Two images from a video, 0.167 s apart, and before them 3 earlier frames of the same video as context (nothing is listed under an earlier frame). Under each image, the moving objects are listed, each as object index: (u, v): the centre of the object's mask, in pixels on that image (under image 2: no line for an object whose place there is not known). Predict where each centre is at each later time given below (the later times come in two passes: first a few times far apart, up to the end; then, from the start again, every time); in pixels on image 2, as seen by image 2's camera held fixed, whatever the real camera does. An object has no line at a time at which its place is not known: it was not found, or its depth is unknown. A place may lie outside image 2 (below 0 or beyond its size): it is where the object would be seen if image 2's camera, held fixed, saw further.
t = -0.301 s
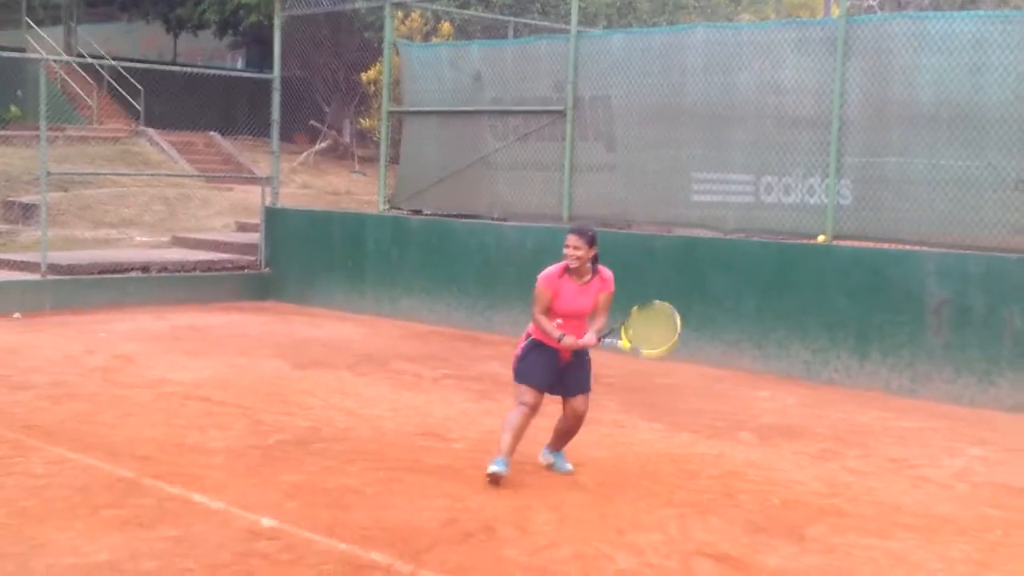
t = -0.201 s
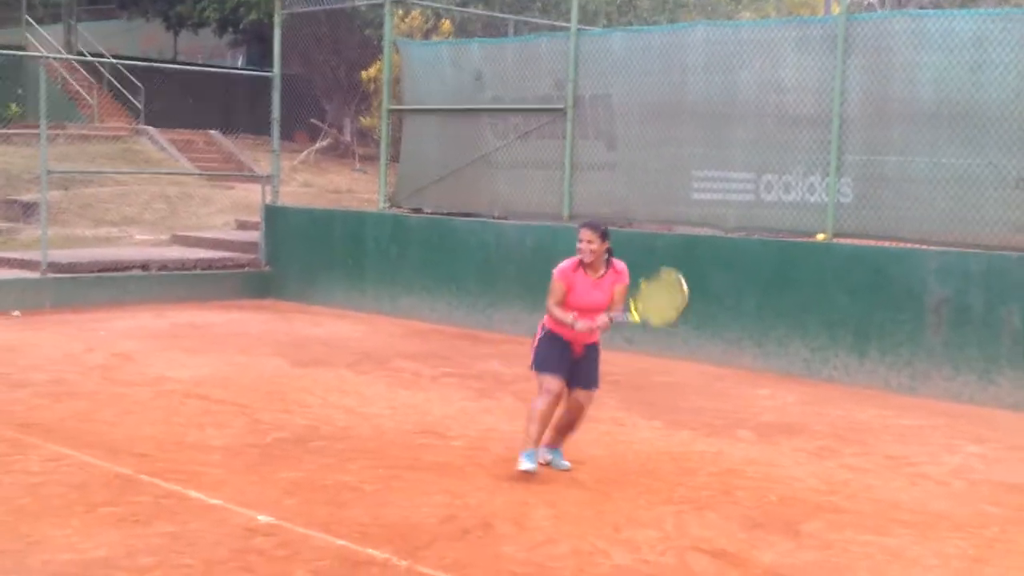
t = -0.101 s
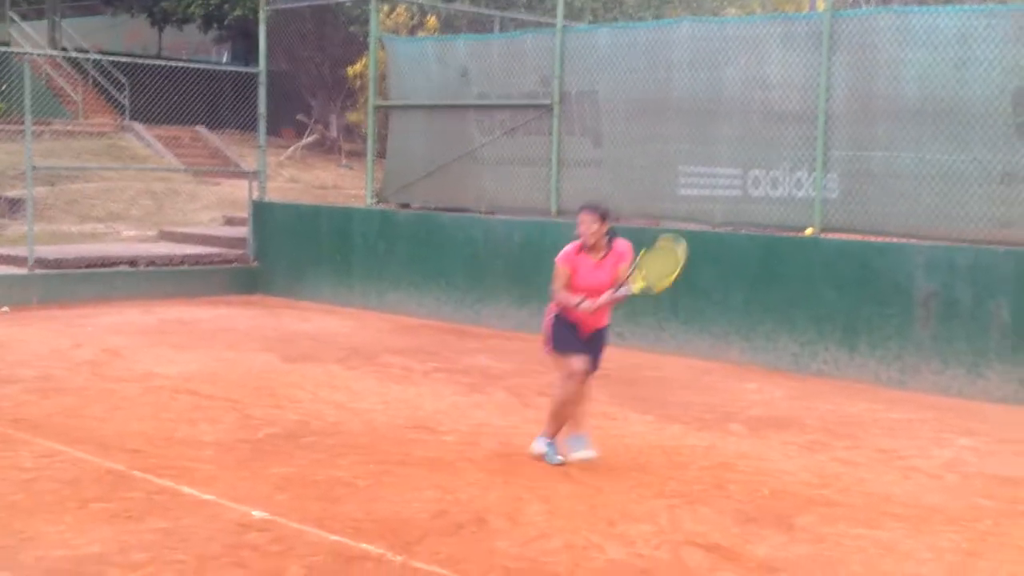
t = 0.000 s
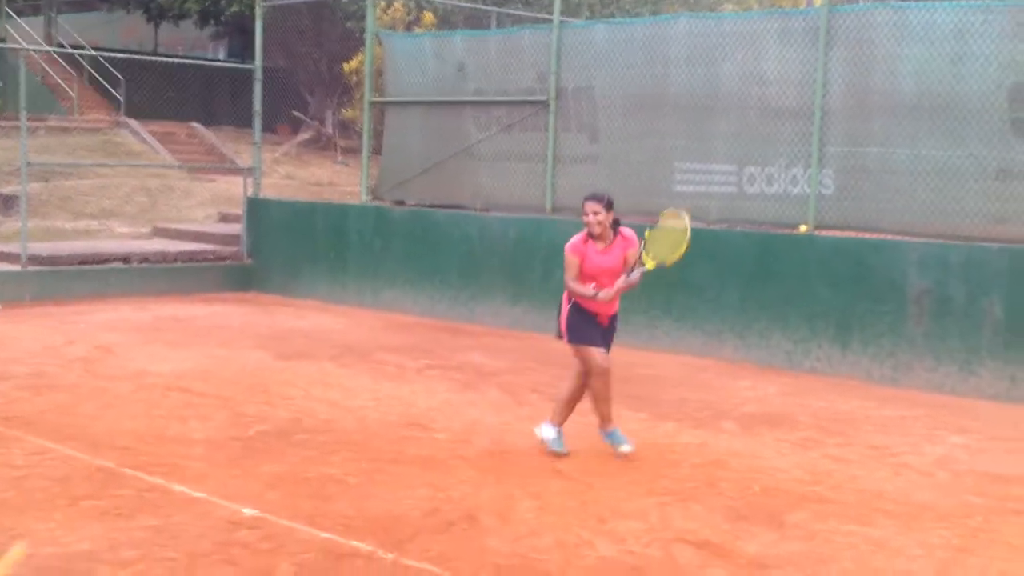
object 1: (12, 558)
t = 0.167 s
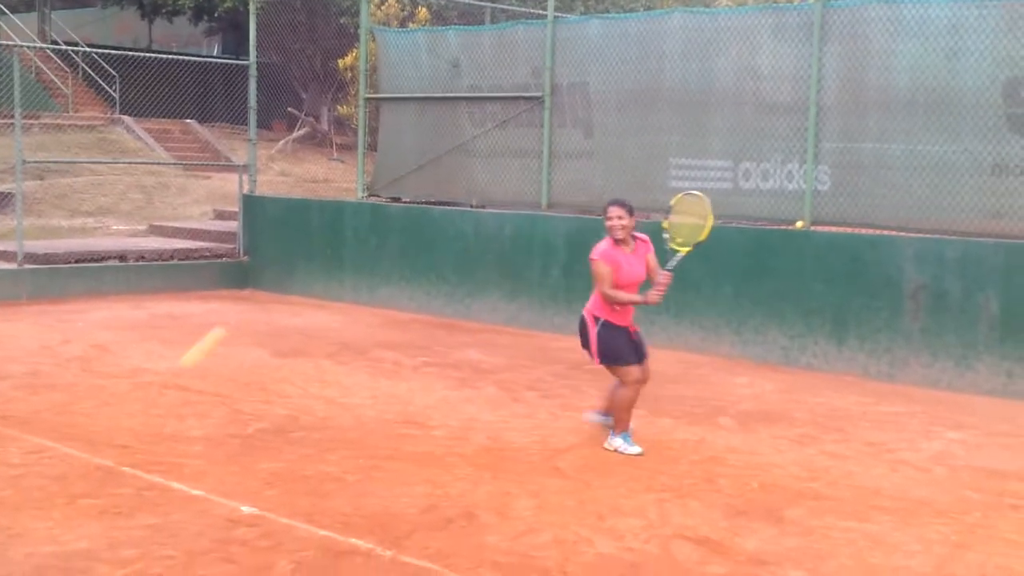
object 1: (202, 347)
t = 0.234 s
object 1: (275, 287)
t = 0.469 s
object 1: (489, 180)
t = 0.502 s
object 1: (516, 176)
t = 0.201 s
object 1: (240, 314)
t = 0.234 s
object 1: (275, 287)
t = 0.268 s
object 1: (307, 263)
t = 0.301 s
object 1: (341, 241)
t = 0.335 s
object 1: (372, 223)
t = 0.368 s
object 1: (402, 208)
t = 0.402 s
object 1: (433, 195)
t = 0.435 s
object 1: (461, 186)
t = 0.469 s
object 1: (489, 180)
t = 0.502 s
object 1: (516, 176)
